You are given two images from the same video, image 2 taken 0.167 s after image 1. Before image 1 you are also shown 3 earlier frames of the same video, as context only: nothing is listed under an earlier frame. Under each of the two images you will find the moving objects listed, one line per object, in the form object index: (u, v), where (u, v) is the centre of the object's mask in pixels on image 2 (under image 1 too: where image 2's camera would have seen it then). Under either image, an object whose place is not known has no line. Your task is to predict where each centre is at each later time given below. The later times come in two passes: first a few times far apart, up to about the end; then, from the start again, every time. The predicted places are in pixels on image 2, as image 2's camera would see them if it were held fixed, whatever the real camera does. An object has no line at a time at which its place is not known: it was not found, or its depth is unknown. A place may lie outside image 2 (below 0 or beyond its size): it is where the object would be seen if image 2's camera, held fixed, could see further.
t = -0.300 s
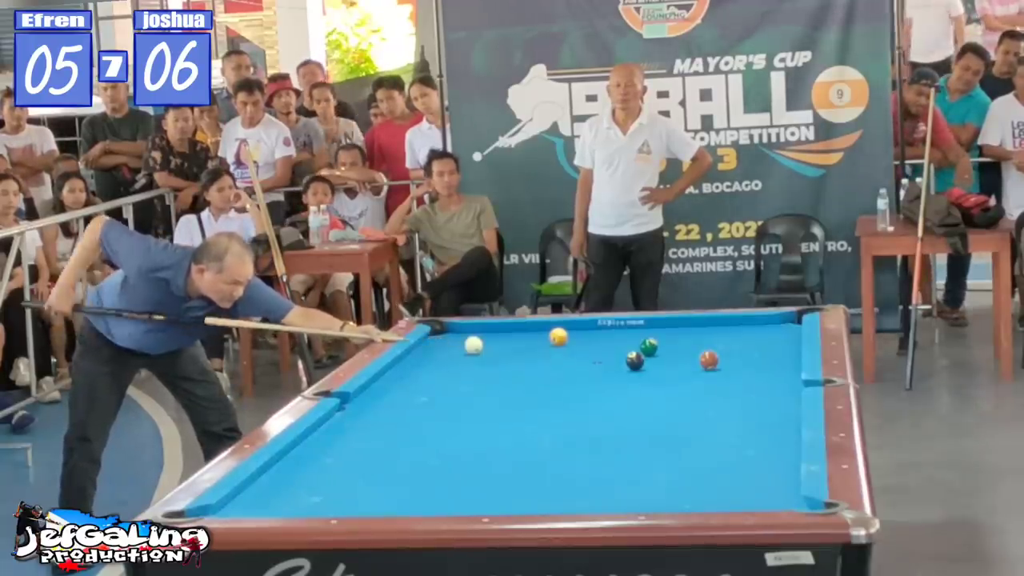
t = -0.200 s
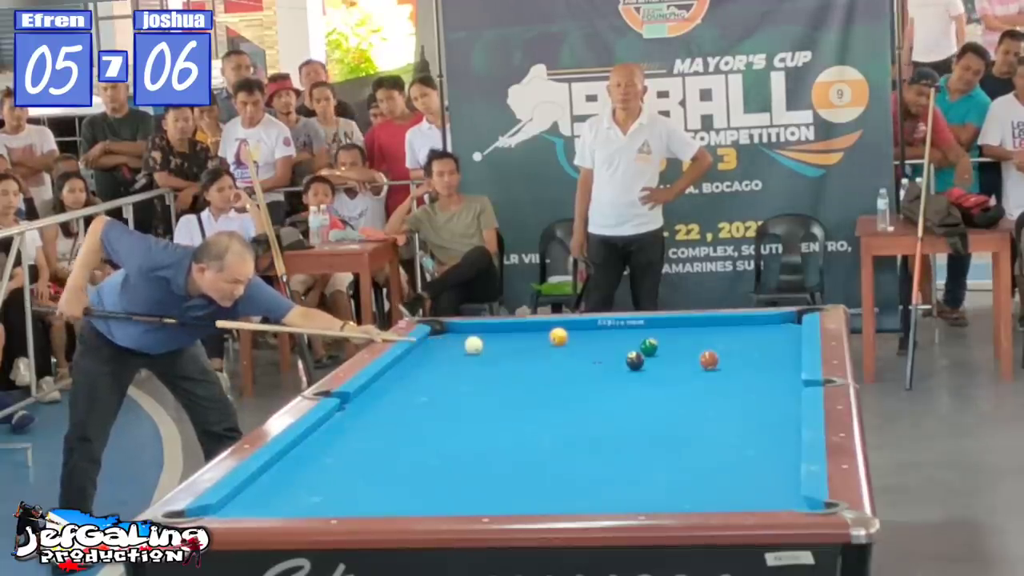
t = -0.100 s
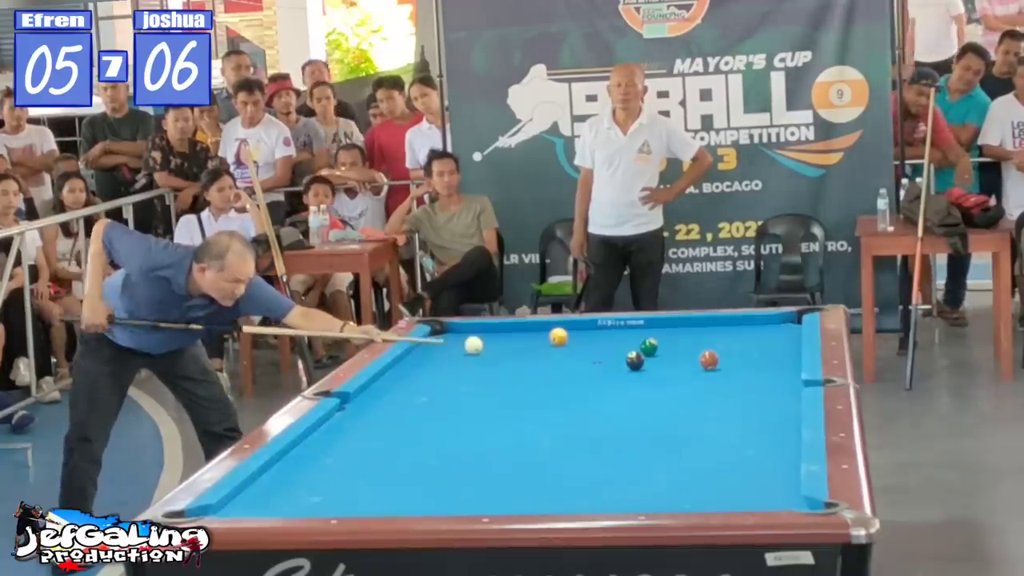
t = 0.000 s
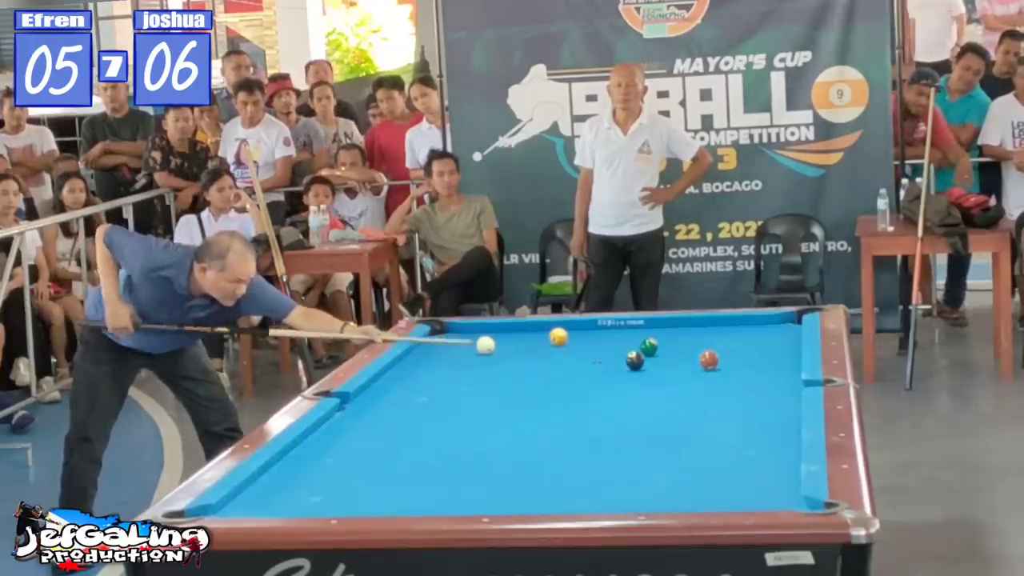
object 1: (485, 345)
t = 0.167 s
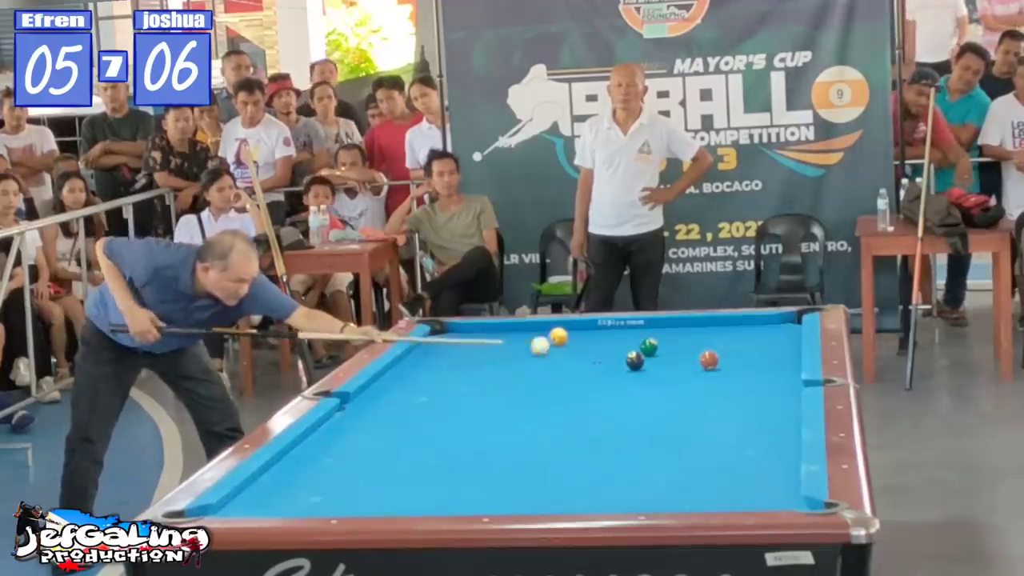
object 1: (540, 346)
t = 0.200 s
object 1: (550, 347)
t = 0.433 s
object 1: (627, 346)
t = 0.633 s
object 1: (638, 346)
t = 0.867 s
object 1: (652, 350)
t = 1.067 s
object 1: (664, 351)
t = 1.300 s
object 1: (676, 353)
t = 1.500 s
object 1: (686, 354)
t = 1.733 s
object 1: (695, 355)
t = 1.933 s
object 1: (701, 353)
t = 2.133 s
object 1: (714, 351)
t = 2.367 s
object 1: (722, 355)
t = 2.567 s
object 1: (726, 356)
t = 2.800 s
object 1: (730, 357)
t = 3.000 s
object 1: (734, 357)
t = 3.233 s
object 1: (736, 357)
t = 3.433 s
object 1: (737, 357)
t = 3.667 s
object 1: (737, 357)
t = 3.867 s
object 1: (737, 357)
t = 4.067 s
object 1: (737, 357)
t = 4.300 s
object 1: (737, 357)
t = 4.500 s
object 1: (737, 357)
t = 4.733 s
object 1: (737, 356)
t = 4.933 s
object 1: (737, 357)
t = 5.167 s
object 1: (737, 357)
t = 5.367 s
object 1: (737, 357)
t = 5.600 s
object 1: (737, 357)
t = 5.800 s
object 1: (737, 357)
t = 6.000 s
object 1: (737, 357)
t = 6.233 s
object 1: (737, 357)
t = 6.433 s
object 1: (737, 357)
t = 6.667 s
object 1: (737, 357)
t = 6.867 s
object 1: (737, 357)
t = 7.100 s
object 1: (737, 357)
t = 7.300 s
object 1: (737, 357)
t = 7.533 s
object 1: (736, 357)
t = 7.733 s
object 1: (736, 357)
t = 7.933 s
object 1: (736, 357)
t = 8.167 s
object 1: (736, 357)
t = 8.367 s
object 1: (736, 357)
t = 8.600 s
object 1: (736, 357)
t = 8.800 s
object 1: (736, 357)
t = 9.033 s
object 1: (736, 357)
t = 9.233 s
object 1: (736, 357)
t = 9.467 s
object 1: (736, 357)
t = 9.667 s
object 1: (736, 357)
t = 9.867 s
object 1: (736, 357)
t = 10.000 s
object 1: (736, 357)
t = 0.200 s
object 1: (550, 347)
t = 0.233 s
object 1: (561, 347)
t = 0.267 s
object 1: (572, 347)
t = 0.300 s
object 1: (583, 346)
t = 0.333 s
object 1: (594, 347)
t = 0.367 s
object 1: (605, 347)
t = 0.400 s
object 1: (616, 347)
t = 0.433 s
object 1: (627, 346)
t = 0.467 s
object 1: (630, 346)
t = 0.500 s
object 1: (630, 346)
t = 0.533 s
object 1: (632, 346)
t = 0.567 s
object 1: (633, 346)
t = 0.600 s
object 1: (635, 346)
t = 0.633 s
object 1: (638, 346)
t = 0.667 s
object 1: (641, 347)
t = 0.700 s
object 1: (643, 348)
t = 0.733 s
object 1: (645, 348)
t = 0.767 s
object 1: (647, 349)
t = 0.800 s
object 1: (648, 349)
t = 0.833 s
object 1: (650, 350)
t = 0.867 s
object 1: (652, 350)
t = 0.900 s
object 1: (654, 350)
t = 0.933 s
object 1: (656, 351)
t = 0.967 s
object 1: (658, 350)
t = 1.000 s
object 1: (660, 351)
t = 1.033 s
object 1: (661, 351)
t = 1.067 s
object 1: (664, 351)
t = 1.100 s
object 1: (666, 352)
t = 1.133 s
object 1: (667, 352)
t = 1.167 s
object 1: (669, 352)
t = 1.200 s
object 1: (671, 352)
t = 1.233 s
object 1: (673, 352)
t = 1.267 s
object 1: (674, 353)
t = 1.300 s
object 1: (676, 353)
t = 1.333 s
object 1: (678, 353)
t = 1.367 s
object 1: (679, 353)
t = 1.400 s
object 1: (681, 353)
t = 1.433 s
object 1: (683, 353)
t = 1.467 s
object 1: (684, 354)
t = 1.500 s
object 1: (686, 354)
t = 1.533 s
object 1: (687, 354)
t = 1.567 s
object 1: (689, 354)
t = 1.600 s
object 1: (690, 354)
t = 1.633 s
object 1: (692, 354)
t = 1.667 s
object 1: (693, 355)
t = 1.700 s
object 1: (694, 355)
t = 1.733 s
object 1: (695, 355)
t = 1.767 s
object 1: (696, 355)
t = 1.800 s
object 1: (697, 355)
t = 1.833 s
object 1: (699, 354)
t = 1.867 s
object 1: (700, 354)
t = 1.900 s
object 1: (700, 354)
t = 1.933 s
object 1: (701, 353)
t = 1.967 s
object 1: (703, 353)
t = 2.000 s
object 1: (704, 353)
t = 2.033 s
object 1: (707, 350)
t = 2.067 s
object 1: (710, 350)
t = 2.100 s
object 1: (713, 351)
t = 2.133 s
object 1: (714, 351)
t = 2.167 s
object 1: (716, 352)
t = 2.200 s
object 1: (717, 353)
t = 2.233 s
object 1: (718, 353)
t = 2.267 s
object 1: (720, 354)
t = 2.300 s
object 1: (720, 355)
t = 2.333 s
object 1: (721, 355)
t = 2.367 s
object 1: (722, 355)
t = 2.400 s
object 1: (723, 355)
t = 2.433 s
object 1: (724, 356)
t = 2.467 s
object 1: (724, 356)
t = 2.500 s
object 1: (725, 356)
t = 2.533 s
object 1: (725, 356)
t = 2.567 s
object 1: (726, 356)
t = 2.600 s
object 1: (727, 356)
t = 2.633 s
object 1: (727, 357)
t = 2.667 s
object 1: (728, 357)
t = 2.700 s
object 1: (729, 357)
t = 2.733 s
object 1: (729, 357)
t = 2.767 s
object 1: (730, 357)
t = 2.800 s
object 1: (730, 357)
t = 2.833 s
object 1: (731, 357)
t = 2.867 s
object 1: (732, 357)
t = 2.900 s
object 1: (732, 357)
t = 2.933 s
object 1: (733, 357)
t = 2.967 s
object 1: (733, 357)
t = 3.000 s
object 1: (734, 357)
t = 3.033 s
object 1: (734, 357)
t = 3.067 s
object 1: (734, 357)
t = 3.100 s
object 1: (735, 357)
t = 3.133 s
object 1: (735, 357)
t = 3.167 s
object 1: (735, 357)
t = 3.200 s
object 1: (736, 357)
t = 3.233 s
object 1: (736, 357)
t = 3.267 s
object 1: (736, 357)
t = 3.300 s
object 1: (736, 357)
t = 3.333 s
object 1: (737, 357)
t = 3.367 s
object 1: (737, 357)
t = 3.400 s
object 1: (737, 357)
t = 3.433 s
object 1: (737, 357)
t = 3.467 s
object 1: (737, 357)
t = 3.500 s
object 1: (737, 357)
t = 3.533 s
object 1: (737, 357)
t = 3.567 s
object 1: (737, 357)
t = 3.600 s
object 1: (737, 357)
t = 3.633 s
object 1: (737, 357)
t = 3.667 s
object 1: (737, 357)
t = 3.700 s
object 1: (737, 357)
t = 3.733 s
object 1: (737, 357)
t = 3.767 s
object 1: (737, 357)
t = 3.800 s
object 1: (737, 357)
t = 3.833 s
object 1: (737, 357)
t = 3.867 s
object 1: (737, 357)
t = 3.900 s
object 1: (737, 357)
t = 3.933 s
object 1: (737, 357)
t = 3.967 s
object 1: (737, 357)
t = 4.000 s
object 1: (737, 357)
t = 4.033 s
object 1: (737, 357)
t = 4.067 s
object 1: (737, 357)
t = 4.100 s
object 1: (737, 357)
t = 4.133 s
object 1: (737, 357)
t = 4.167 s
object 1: (737, 357)
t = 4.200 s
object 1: (737, 357)
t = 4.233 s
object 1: (737, 357)
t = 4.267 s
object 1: (737, 357)
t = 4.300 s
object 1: (737, 357)
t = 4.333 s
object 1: (737, 357)
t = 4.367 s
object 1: (737, 357)
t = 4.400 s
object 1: (737, 356)
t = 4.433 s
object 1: (737, 357)
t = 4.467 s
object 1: (737, 357)
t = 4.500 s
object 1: (737, 357)
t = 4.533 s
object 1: (737, 356)
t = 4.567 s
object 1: (736, 356)
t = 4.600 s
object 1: (737, 357)
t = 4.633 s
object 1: (736, 356)
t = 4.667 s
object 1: (737, 356)
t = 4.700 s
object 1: (736, 356)
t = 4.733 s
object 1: (737, 356)
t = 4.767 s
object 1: (736, 356)
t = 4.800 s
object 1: (737, 357)
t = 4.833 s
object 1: (737, 357)
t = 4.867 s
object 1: (737, 357)
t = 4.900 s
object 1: (737, 357)
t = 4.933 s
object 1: (737, 357)
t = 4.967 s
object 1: (737, 357)
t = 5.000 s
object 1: (737, 357)
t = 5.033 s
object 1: (737, 357)
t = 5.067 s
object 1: (737, 357)
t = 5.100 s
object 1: (737, 357)
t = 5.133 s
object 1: (737, 357)
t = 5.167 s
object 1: (737, 357)
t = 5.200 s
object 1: (737, 357)
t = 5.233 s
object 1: (737, 357)
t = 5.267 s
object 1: (737, 357)
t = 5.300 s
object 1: (737, 357)
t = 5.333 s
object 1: (737, 357)
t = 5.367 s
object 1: (737, 357)
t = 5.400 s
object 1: (737, 357)
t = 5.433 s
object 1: (737, 357)
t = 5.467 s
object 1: (737, 357)
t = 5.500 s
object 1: (737, 357)
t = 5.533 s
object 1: (737, 357)
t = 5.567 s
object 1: (737, 357)
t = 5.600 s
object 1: (737, 357)
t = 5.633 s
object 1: (737, 357)
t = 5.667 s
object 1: (737, 357)
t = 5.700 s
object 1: (737, 357)
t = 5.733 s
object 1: (737, 357)
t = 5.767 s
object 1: (737, 357)
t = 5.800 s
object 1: (737, 357)
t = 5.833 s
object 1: (737, 357)
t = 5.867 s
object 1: (737, 357)
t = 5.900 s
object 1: (737, 357)
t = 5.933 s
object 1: (737, 357)
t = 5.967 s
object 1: (737, 357)
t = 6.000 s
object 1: (737, 357)
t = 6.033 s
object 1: (737, 357)
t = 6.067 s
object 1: (737, 357)
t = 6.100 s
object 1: (737, 357)
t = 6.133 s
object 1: (737, 357)
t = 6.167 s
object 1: (737, 357)
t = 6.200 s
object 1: (737, 357)
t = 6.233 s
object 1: (737, 357)
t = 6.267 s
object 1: (737, 357)
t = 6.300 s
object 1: (737, 357)
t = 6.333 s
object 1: (737, 357)
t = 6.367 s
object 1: (737, 357)
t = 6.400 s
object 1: (737, 357)
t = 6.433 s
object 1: (737, 357)
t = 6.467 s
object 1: (737, 357)
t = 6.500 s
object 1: (737, 357)
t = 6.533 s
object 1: (737, 357)
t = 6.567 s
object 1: (737, 357)
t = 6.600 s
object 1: (737, 357)
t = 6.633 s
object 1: (737, 357)
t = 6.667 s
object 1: (737, 357)
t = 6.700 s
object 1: (737, 357)
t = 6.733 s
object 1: (737, 357)
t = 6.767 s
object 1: (737, 357)
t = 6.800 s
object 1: (737, 357)
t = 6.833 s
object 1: (737, 357)
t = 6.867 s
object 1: (737, 357)
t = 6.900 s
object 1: (737, 357)
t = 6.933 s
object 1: (737, 357)
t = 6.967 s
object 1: (737, 357)
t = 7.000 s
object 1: (737, 357)
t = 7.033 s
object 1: (737, 357)
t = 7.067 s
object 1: (737, 357)
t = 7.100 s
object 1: (737, 357)
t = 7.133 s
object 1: (737, 357)
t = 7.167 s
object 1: (737, 357)
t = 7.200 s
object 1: (737, 357)
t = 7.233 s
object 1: (737, 357)
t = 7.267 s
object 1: (737, 357)
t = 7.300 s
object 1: (737, 357)
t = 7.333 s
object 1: (737, 357)
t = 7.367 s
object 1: (737, 357)
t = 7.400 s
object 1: (737, 357)
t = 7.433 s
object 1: (736, 357)
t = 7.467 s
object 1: (736, 357)
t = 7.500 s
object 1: (736, 357)
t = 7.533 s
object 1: (736, 357)
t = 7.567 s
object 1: (736, 357)
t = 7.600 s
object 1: (736, 357)
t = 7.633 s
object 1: (736, 357)
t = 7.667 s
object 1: (736, 357)
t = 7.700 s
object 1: (736, 357)
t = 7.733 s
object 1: (736, 357)
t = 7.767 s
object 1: (736, 357)
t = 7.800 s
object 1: (736, 357)
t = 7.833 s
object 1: (736, 357)
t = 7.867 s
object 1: (736, 357)
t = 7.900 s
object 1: (736, 357)
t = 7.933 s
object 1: (736, 357)
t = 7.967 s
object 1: (736, 357)
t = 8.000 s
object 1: (736, 357)
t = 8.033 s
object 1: (736, 357)
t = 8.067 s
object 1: (736, 357)
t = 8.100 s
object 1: (736, 357)
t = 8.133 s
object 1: (736, 357)
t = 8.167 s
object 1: (736, 357)
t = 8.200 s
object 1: (736, 357)
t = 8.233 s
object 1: (736, 357)
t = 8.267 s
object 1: (736, 357)
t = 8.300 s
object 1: (736, 357)
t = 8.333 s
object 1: (736, 357)
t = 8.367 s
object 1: (736, 357)
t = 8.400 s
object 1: (736, 357)
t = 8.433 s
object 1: (736, 357)
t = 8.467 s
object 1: (736, 357)
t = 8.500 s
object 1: (736, 357)
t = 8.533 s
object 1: (736, 357)
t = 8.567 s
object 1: (736, 357)
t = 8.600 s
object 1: (736, 357)
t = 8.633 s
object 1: (736, 357)
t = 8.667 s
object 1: (736, 357)
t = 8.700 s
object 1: (736, 357)
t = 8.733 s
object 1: (736, 357)
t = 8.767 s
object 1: (736, 357)
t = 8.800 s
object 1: (736, 357)
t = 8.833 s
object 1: (736, 357)
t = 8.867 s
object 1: (736, 357)
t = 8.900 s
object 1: (736, 357)
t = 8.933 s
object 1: (736, 357)
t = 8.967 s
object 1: (736, 357)
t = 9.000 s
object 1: (736, 357)
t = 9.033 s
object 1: (736, 357)
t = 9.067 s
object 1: (736, 357)
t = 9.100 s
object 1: (736, 357)
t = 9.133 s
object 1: (736, 357)
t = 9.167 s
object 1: (736, 357)
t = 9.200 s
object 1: (736, 357)
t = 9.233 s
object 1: (736, 357)
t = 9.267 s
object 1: (736, 357)
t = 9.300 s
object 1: (736, 357)
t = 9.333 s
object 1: (736, 357)
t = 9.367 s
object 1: (736, 357)
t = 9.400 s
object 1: (736, 357)
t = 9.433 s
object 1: (736, 357)
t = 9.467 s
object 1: (736, 357)
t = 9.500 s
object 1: (736, 357)
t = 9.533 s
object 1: (736, 357)
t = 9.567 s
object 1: (736, 357)
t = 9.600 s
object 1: (736, 357)
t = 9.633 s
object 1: (736, 357)
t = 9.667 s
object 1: (736, 357)
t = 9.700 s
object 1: (736, 357)
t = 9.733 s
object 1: (736, 357)
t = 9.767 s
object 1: (736, 357)
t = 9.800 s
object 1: (736, 357)
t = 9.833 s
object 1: (736, 357)
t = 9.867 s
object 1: (736, 357)
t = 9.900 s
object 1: (736, 357)
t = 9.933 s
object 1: (736, 357)
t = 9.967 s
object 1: (736, 357)
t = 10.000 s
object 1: (736, 357)
